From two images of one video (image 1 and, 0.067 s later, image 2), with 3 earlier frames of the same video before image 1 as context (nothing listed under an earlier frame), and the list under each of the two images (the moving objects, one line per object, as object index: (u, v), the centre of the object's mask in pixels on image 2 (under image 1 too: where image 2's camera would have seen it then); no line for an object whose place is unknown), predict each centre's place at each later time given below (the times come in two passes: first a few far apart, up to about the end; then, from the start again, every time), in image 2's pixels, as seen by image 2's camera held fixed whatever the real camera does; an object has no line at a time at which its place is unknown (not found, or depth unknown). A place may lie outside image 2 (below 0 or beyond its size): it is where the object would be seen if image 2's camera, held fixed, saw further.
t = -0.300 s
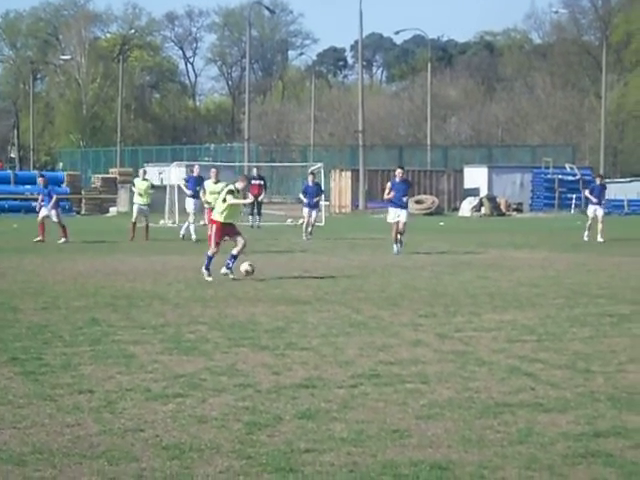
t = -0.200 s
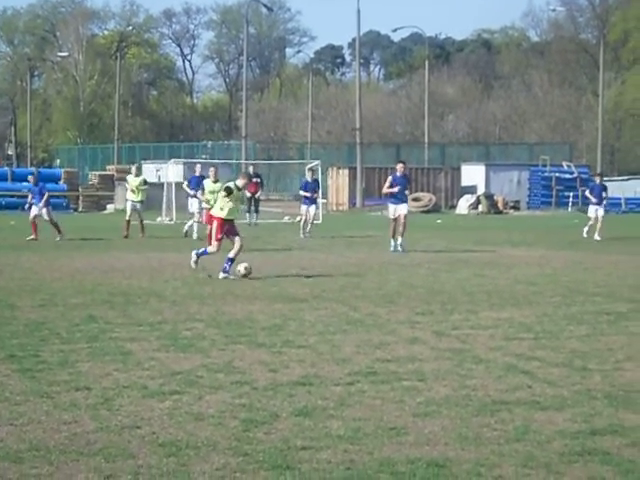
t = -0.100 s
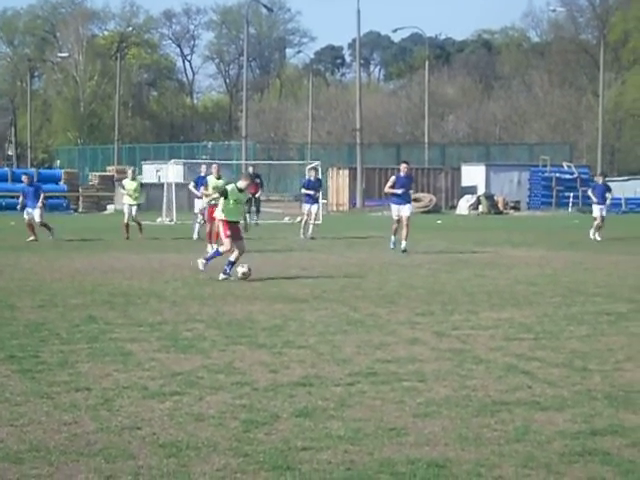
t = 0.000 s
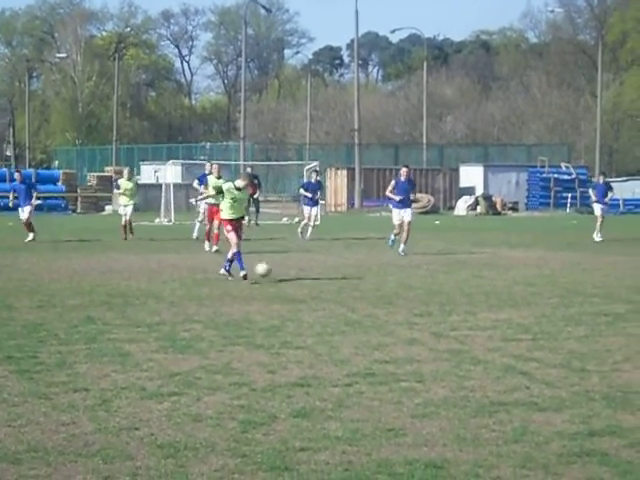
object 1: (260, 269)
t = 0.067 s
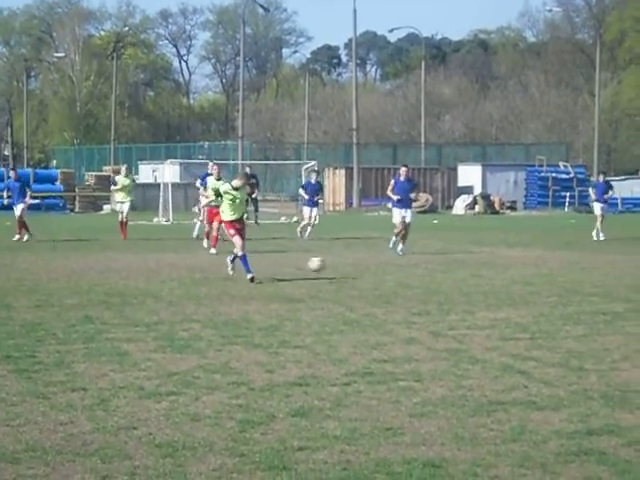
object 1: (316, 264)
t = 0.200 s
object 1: (425, 265)
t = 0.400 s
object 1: (580, 268)
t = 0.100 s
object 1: (342, 263)
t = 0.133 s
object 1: (370, 263)
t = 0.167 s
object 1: (398, 263)
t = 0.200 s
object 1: (425, 265)
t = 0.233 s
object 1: (454, 267)
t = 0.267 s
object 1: (482, 270)
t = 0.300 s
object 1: (511, 274)
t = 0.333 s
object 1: (538, 276)
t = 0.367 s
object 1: (559, 272)
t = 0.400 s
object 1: (580, 268)
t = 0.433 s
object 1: (602, 266)
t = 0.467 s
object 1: (623, 263)
